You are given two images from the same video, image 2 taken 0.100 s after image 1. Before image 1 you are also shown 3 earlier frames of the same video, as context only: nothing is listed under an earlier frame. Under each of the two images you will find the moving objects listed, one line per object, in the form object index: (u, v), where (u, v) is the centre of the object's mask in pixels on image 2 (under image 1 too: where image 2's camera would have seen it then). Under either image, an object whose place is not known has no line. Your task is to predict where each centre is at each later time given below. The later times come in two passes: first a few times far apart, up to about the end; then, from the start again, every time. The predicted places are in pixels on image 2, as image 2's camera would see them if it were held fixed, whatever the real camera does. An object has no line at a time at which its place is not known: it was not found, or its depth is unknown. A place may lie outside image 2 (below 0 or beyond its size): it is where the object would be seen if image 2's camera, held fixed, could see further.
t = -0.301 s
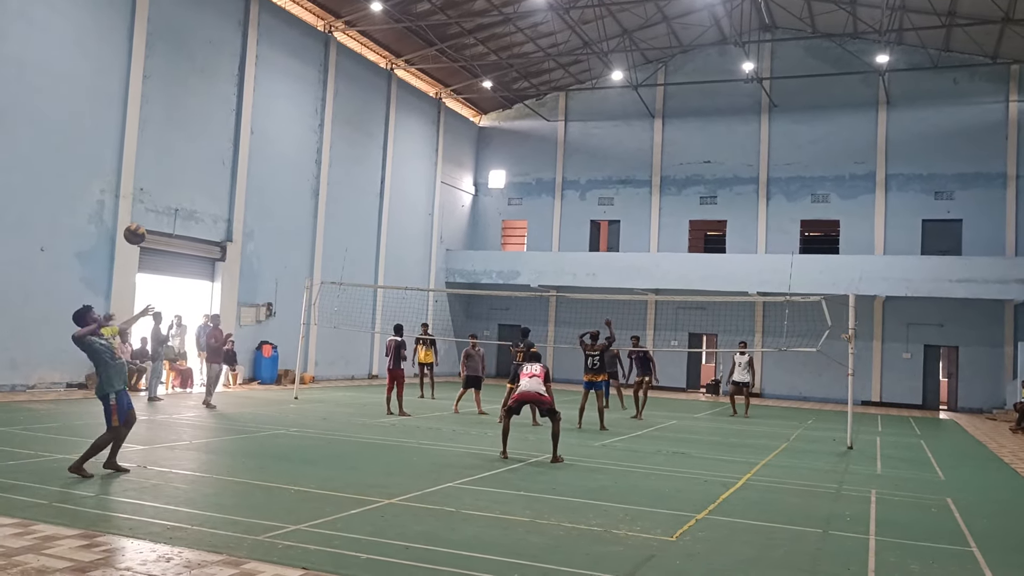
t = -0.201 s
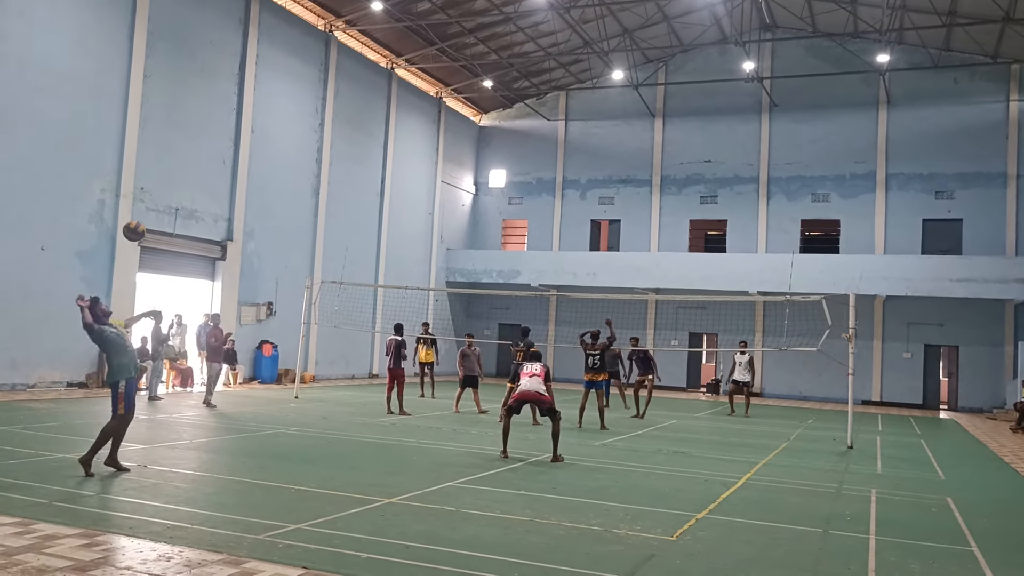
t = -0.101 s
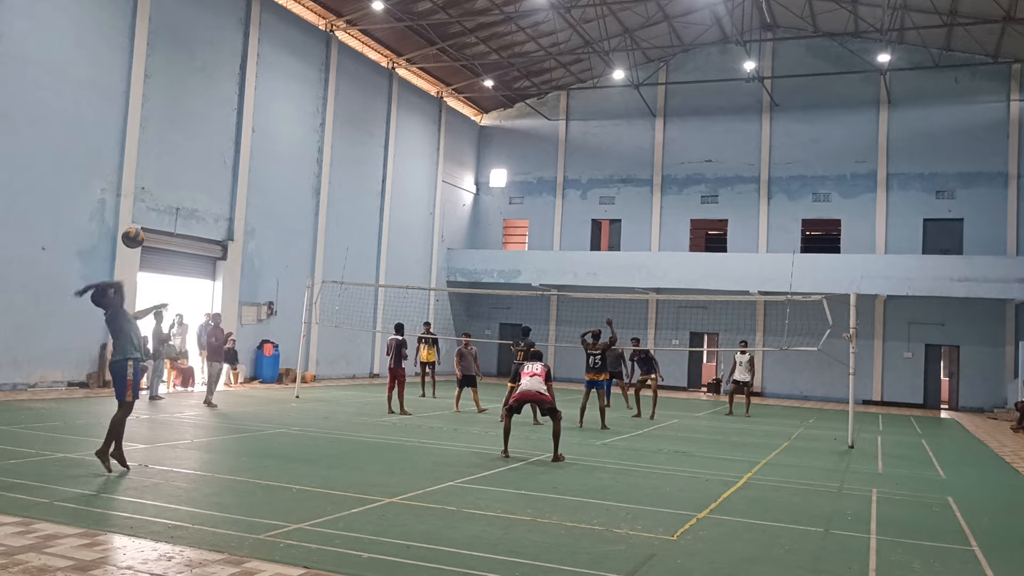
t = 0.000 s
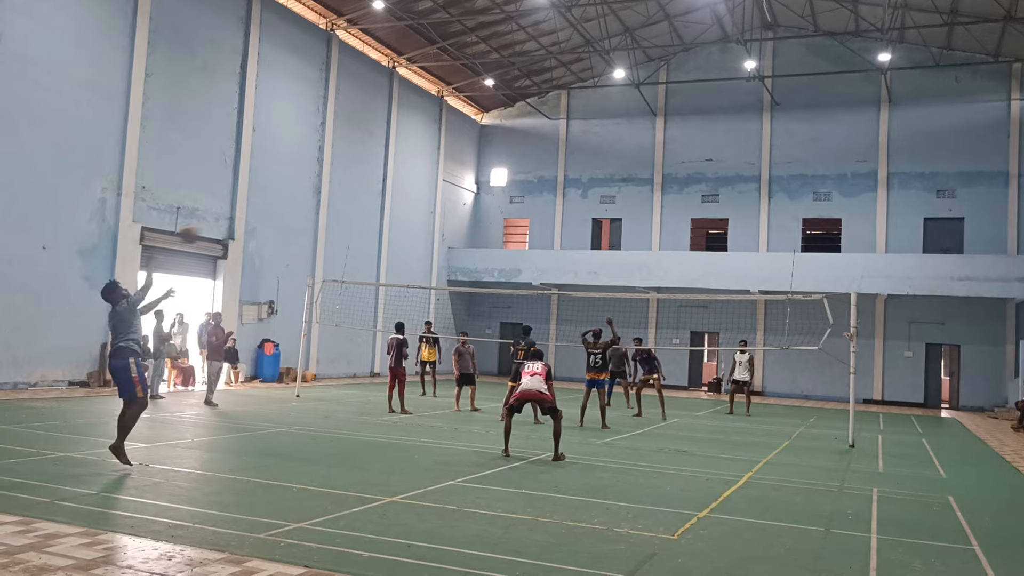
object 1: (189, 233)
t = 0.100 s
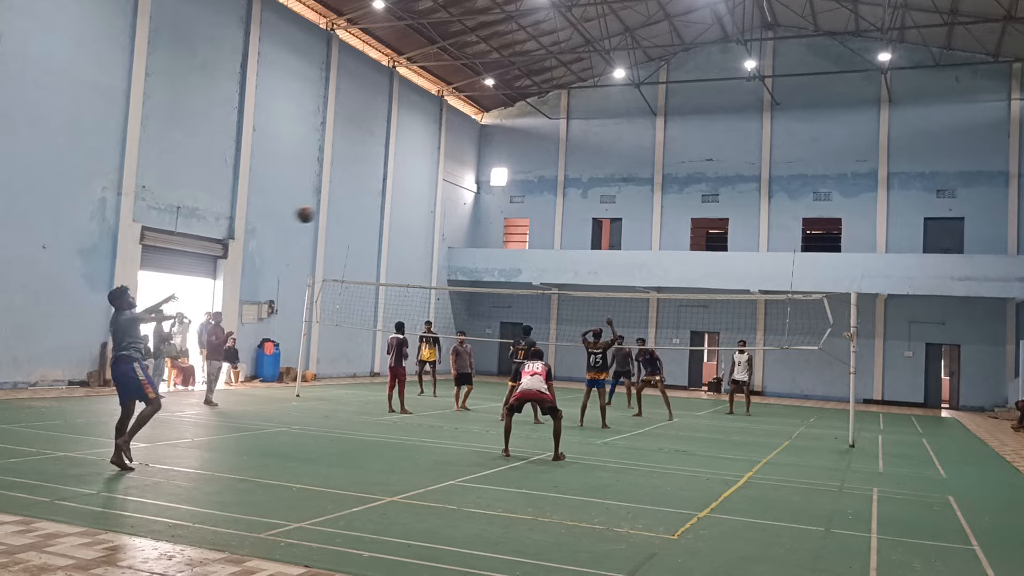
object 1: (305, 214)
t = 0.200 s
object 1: (394, 205)
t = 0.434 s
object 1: (538, 215)
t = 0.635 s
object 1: (623, 248)
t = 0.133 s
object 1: (336, 210)
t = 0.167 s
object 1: (366, 207)
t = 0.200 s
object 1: (394, 205)
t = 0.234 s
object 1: (418, 204)
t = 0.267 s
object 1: (442, 204)
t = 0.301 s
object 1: (464, 205)
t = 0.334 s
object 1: (483, 206)
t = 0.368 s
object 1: (504, 209)
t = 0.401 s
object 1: (521, 212)
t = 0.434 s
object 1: (538, 215)
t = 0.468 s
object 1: (554, 219)
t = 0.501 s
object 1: (569, 224)
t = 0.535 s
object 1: (583, 229)
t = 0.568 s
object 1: (598, 234)
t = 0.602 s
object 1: (611, 241)
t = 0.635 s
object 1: (623, 248)
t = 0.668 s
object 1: (635, 255)
